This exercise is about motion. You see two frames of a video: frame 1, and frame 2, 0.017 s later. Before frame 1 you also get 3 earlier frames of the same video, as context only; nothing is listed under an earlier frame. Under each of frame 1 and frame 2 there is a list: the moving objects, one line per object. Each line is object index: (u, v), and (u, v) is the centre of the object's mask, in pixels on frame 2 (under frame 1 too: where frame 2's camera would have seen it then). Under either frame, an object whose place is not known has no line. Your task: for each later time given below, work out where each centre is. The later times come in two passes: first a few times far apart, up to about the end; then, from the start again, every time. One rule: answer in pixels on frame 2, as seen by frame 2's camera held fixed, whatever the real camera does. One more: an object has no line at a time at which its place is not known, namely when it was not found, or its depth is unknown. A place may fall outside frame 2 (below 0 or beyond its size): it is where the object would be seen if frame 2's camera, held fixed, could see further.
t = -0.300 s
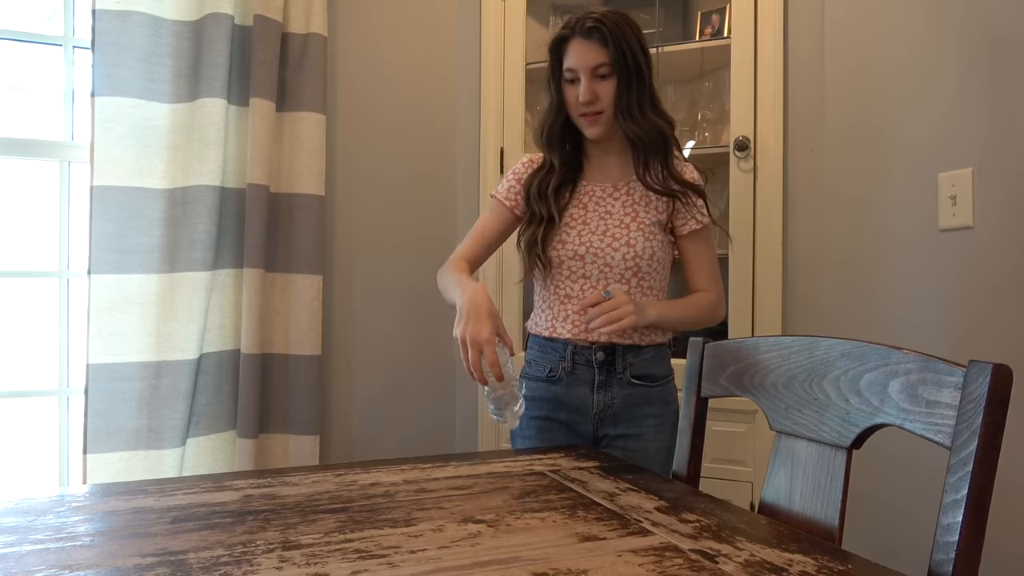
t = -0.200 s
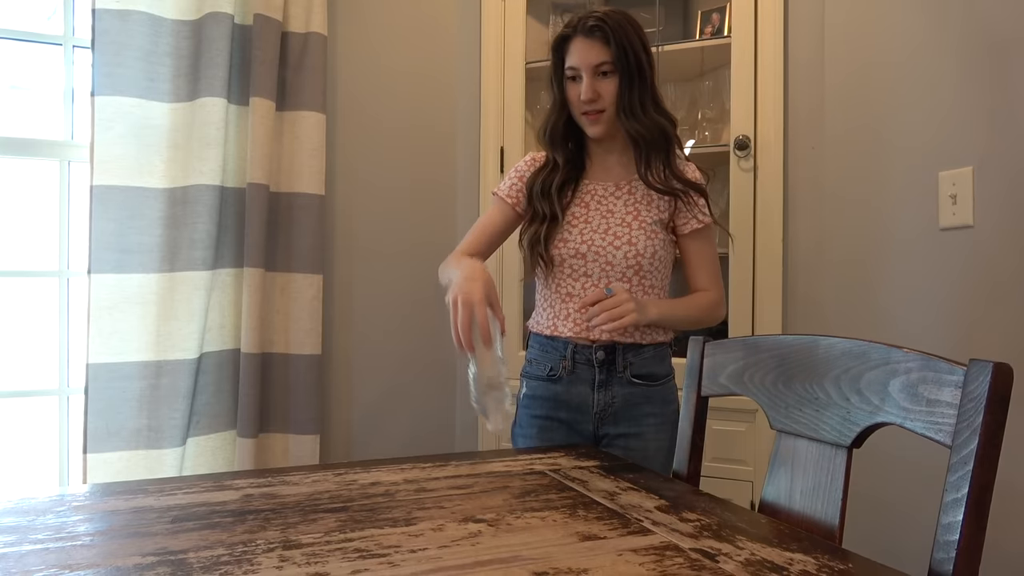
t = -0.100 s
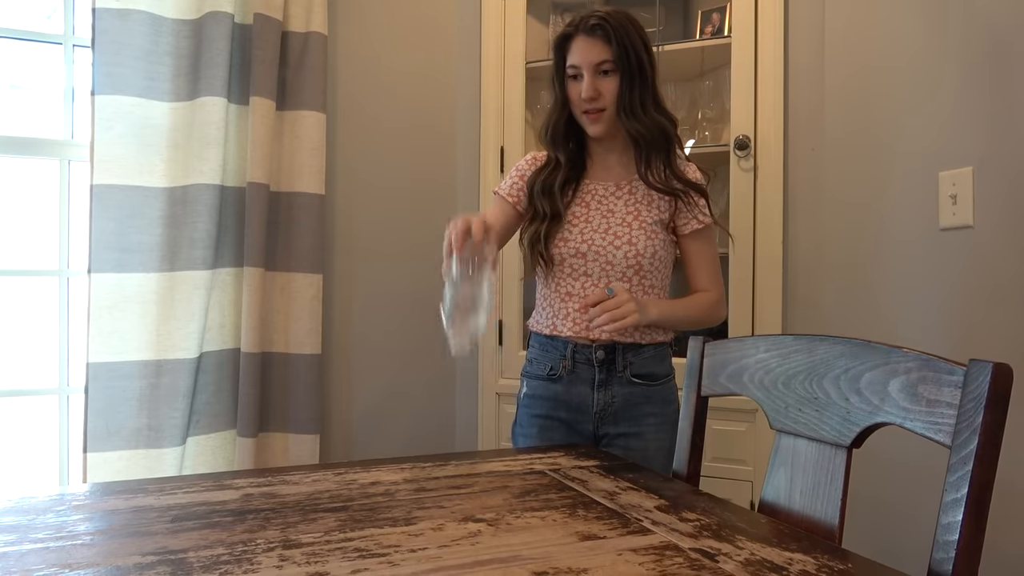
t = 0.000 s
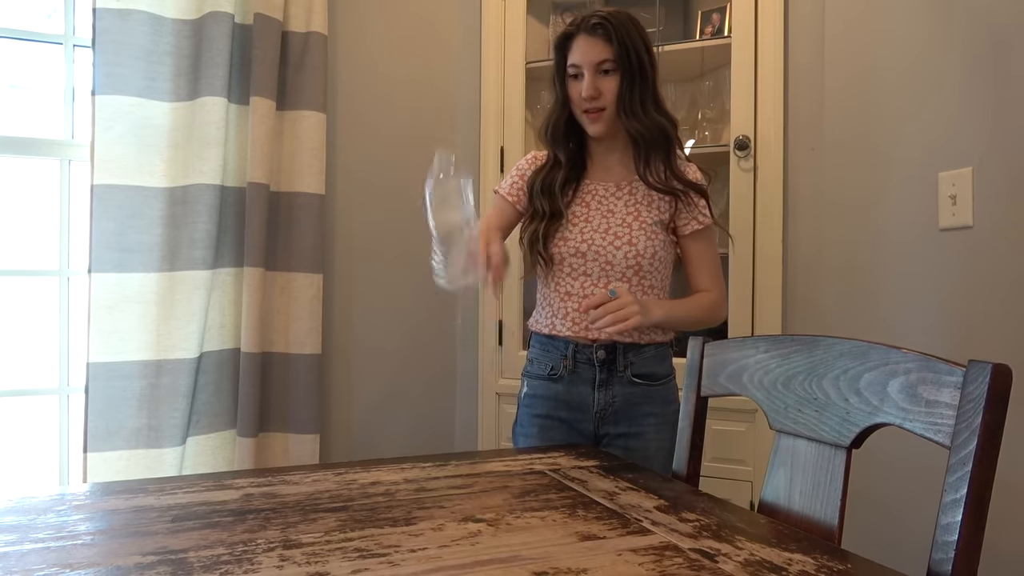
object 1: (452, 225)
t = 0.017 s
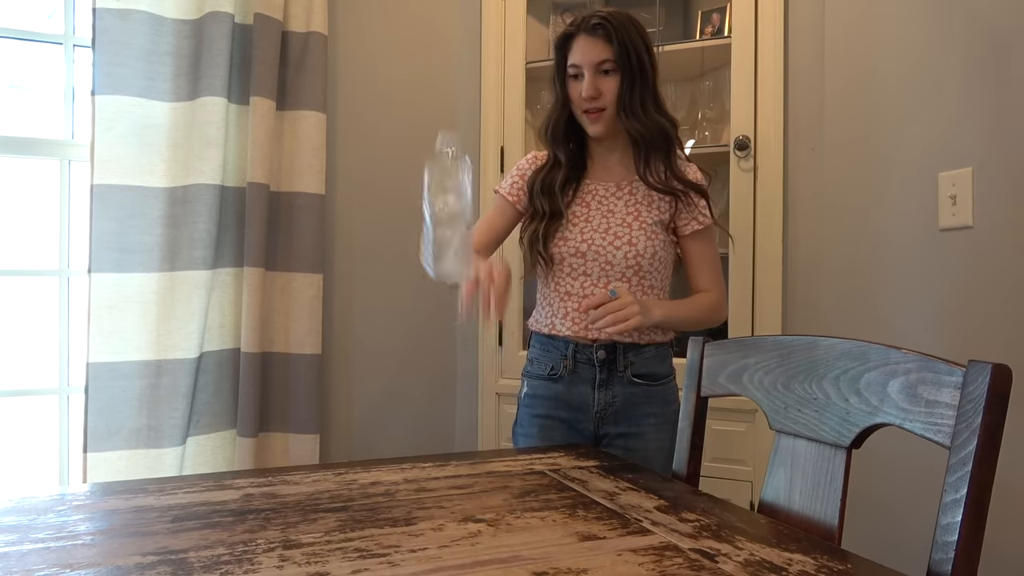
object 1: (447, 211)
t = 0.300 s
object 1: (408, 253)
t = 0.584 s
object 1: (407, 490)
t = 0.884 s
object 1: (406, 490)
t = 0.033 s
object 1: (441, 198)
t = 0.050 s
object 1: (437, 186)
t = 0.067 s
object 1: (433, 175)
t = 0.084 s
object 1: (427, 161)
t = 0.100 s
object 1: (424, 147)
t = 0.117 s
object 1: (421, 136)
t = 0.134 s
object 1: (421, 130)
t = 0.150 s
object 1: (421, 130)
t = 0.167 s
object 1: (421, 133)
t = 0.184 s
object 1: (421, 139)
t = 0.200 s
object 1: (420, 146)
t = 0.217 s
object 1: (418, 157)
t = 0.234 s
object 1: (417, 170)
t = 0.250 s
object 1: (415, 188)
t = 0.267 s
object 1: (412, 206)
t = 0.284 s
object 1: (410, 228)
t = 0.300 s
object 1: (408, 253)
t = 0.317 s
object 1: (406, 280)
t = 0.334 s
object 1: (403, 312)
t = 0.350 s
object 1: (400, 346)
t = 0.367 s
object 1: (398, 383)
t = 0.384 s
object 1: (395, 420)
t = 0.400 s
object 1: (394, 439)
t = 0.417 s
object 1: (394, 441)
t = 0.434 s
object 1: (396, 444)
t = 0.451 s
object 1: (399, 449)
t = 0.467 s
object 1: (401, 456)
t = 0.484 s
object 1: (403, 465)
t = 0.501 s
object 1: (404, 478)
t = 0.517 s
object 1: (407, 486)
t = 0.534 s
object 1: (408, 492)
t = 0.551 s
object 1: (409, 491)
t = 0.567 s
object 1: (408, 491)
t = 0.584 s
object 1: (407, 490)
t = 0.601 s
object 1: (407, 490)
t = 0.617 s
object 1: (406, 490)
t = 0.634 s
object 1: (406, 490)
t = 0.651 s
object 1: (407, 490)
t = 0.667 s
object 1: (407, 490)
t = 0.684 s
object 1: (408, 490)
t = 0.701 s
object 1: (409, 490)
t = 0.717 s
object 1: (409, 491)
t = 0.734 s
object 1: (409, 491)
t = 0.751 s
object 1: (409, 491)
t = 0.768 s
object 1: (409, 490)
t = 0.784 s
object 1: (408, 490)
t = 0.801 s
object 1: (407, 490)
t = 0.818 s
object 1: (407, 490)
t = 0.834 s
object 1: (406, 490)
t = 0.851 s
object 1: (406, 490)
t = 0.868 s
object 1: (406, 490)
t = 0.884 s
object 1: (406, 490)
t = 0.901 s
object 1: (406, 490)
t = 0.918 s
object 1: (406, 490)
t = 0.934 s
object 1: (406, 490)
